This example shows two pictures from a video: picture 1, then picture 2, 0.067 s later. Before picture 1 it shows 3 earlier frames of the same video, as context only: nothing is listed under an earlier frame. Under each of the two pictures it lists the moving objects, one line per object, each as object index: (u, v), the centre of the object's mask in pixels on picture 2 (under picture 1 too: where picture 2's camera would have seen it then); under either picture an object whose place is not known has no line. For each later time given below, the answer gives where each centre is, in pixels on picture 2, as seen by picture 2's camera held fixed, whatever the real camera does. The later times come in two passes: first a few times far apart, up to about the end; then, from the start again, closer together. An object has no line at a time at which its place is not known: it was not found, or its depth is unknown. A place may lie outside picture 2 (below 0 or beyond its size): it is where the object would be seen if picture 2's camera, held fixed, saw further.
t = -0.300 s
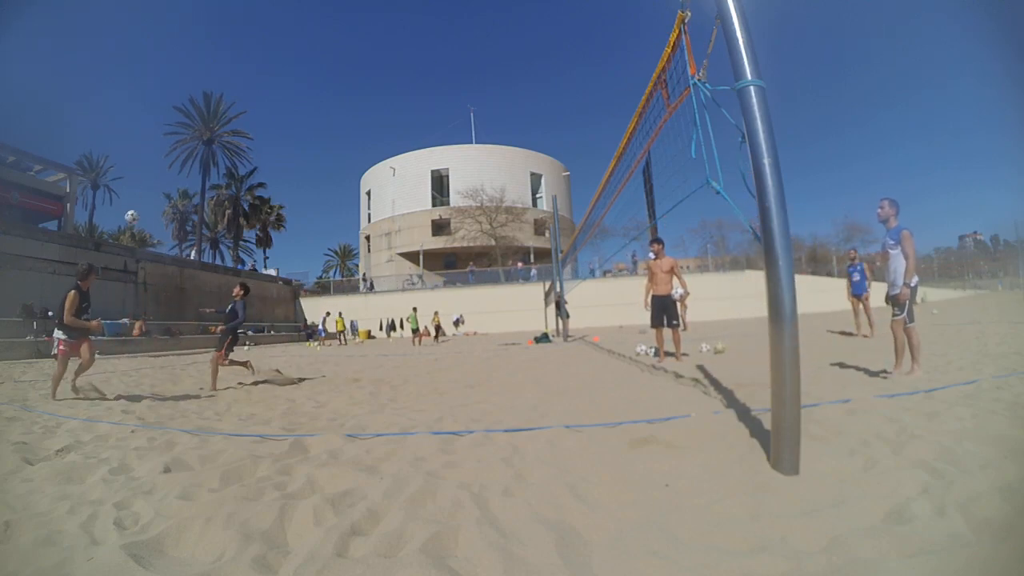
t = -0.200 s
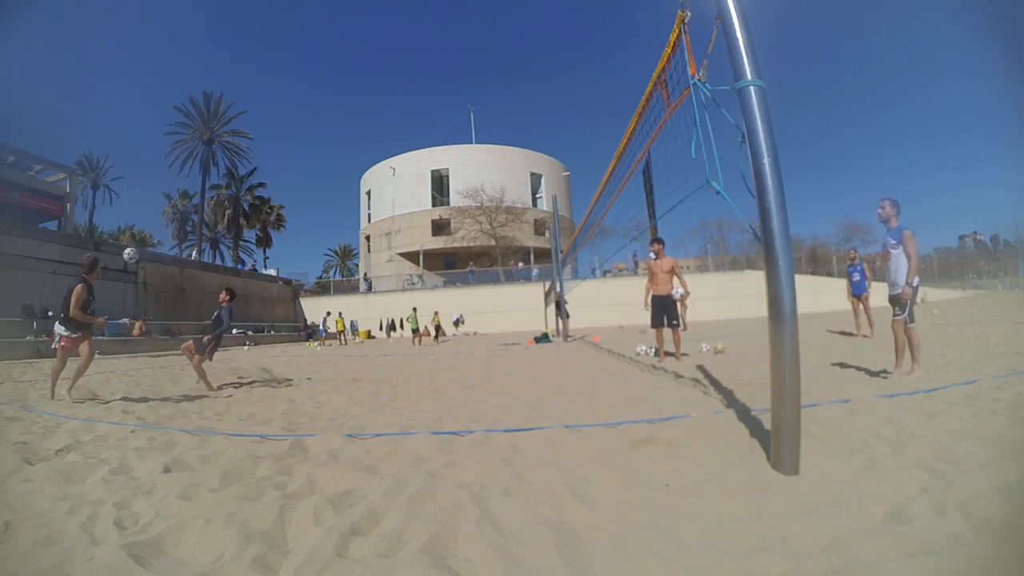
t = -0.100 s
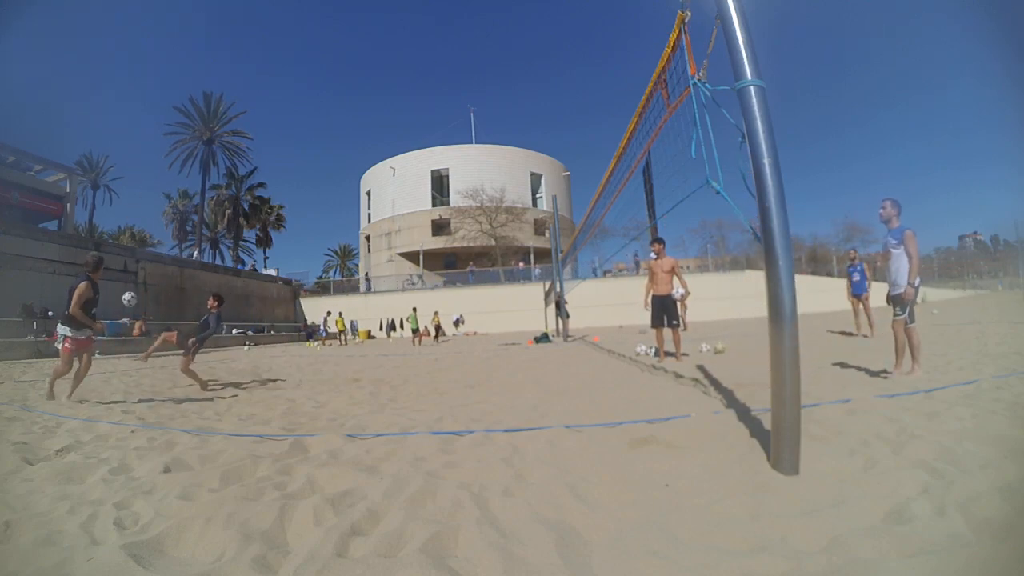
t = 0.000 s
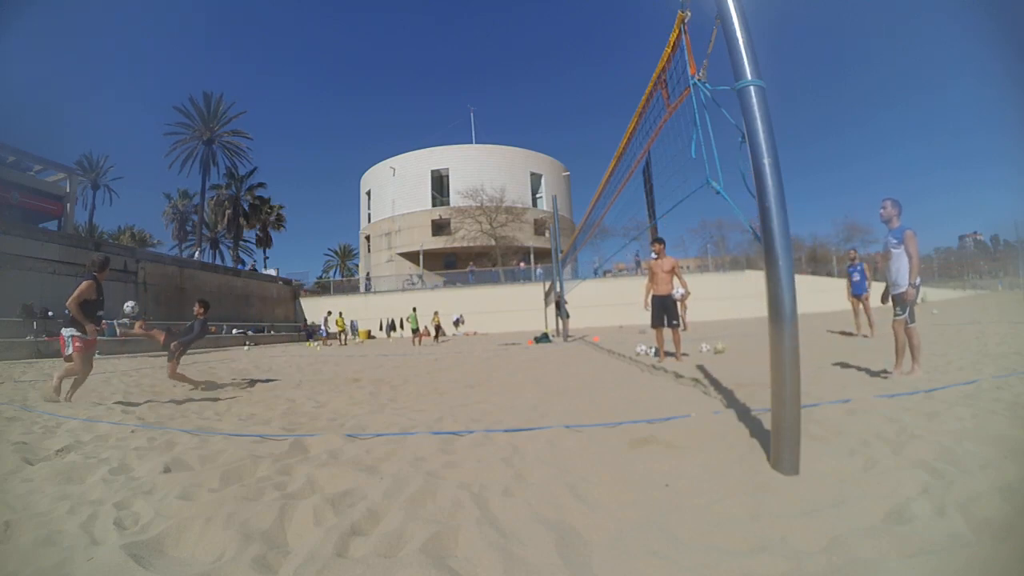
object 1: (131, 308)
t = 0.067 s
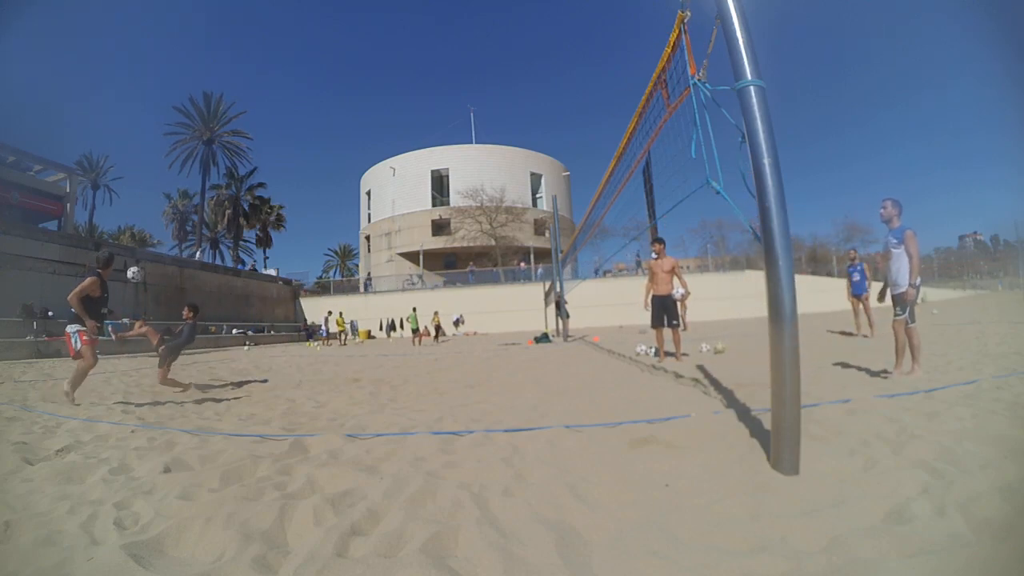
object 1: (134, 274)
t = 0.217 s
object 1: (146, 204)
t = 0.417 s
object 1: (168, 130)
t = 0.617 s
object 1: (193, 78)
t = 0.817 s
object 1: (219, 49)
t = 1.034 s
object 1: (247, 50)
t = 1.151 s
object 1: (263, 68)
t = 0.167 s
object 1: (140, 227)
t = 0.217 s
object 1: (146, 204)
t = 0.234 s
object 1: (147, 197)
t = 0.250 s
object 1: (149, 190)
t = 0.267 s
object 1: (151, 183)
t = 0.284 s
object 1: (152, 177)
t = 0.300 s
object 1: (154, 171)
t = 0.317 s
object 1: (156, 164)
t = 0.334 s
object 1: (158, 158)
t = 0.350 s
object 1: (160, 152)
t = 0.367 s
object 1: (162, 146)
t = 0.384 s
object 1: (164, 140)
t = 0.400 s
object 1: (166, 135)
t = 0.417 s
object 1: (168, 130)
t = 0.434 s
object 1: (170, 125)
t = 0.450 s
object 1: (172, 120)
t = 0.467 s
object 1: (174, 114)
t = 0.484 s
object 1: (176, 110)
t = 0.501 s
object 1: (178, 105)
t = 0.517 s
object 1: (180, 101)
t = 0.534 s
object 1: (182, 97)
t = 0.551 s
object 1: (184, 93)
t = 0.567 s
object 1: (186, 88)
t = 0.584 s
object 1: (189, 85)
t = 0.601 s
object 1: (191, 81)
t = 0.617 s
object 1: (193, 78)
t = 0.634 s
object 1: (195, 74)
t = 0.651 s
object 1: (197, 71)
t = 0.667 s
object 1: (200, 68)
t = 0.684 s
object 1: (202, 66)
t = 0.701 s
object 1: (203, 63)
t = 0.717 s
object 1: (206, 60)
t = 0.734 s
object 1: (208, 58)
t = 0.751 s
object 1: (210, 56)
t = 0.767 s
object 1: (212, 54)
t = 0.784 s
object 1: (214, 52)
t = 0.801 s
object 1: (217, 51)
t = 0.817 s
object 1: (219, 49)
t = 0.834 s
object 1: (221, 48)
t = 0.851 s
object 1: (223, 47)
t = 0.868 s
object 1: (225, 46)
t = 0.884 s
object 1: (227, 45)
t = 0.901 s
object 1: (230, 45)
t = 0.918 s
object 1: (232, 45)
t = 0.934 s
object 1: (234, 45)
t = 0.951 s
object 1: (236, 45)
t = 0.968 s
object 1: (238, 46)
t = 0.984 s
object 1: (240, 46)
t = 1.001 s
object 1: (243, 47)
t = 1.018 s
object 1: (245, 49)
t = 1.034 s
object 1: (247, 50)
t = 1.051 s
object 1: (249, 52)
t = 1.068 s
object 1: (251, 54)
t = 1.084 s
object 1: (254, 56)
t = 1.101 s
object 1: (256, 59)
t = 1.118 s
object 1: (258, 62)
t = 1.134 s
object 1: (260, 65)
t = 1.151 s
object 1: (263, 68)
